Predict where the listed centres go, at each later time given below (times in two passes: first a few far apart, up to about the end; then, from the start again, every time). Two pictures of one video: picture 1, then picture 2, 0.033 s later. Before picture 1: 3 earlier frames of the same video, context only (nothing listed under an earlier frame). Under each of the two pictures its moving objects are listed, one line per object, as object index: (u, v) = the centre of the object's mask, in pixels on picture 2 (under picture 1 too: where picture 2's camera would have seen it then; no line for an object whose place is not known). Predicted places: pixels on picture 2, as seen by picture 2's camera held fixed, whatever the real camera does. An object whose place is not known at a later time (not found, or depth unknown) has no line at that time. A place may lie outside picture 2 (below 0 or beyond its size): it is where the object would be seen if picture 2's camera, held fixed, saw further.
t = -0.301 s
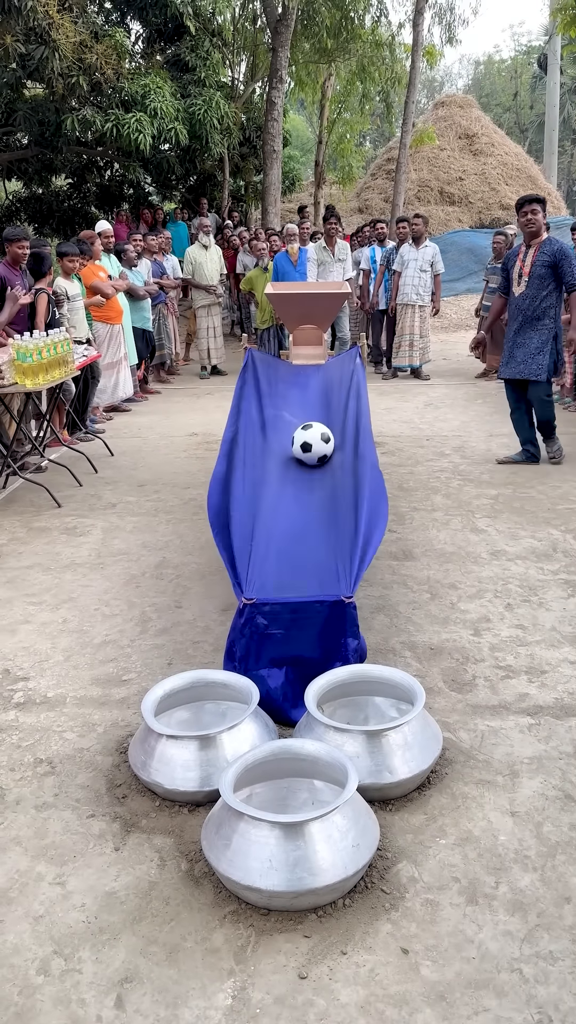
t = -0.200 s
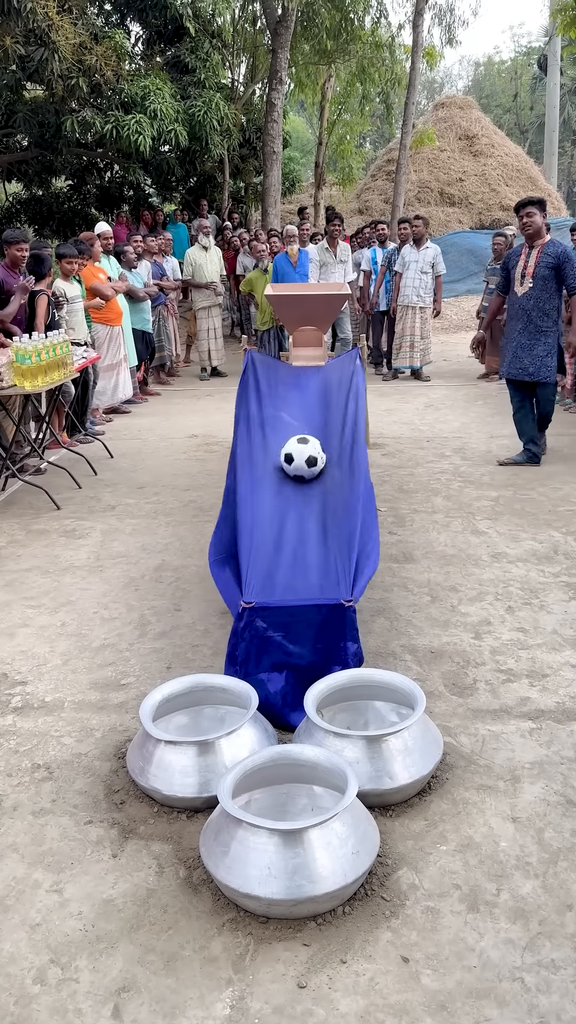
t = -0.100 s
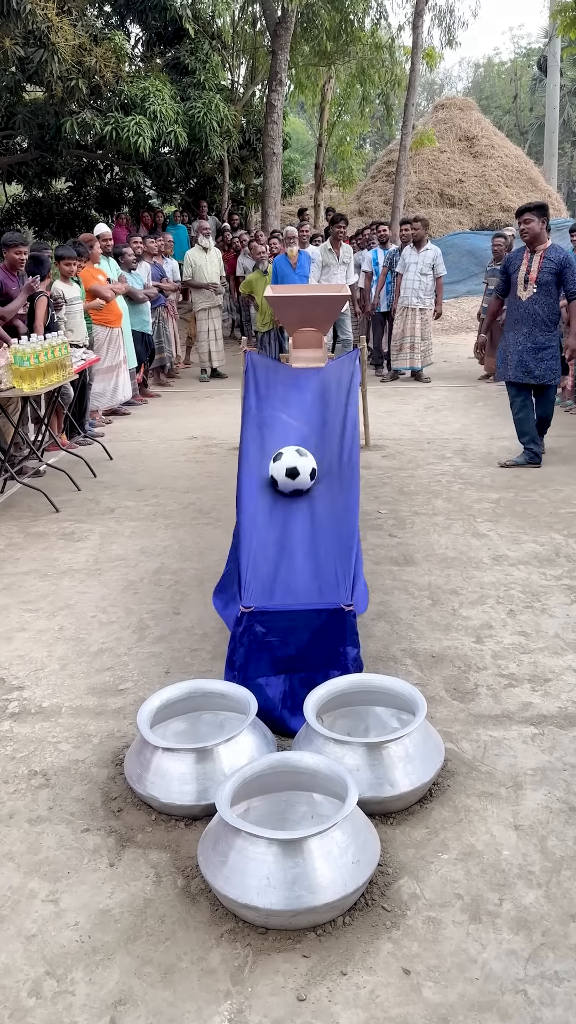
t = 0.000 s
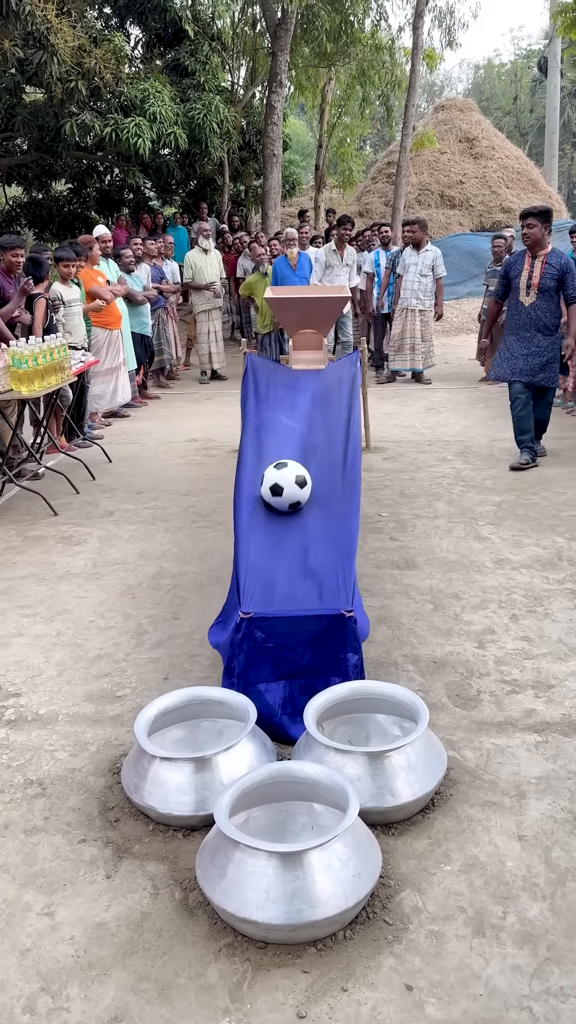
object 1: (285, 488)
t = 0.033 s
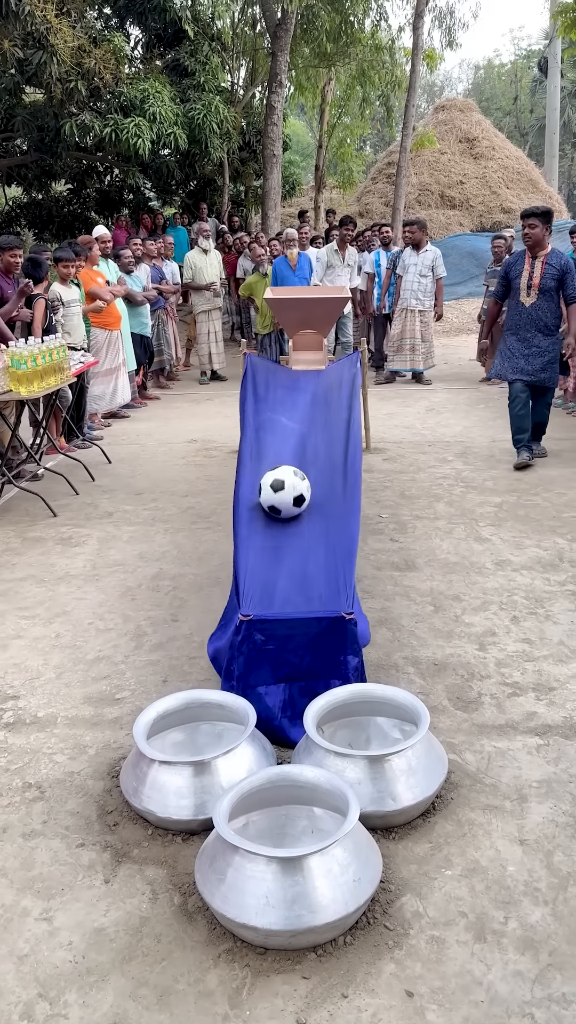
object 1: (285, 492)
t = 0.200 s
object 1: (288, 527)
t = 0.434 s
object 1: (312, 576)
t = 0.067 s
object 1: (284, 498)
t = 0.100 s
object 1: (284, 505)
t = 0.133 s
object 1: (285, 511)
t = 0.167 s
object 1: (286, 519)
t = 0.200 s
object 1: (288, 527)
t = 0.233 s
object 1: (290, 536)
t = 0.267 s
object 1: (294, 543)
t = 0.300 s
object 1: (297, 551)
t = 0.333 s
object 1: (301, 556)
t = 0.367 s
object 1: (304, 563)
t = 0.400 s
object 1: (308, 569)
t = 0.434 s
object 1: (312, 576)
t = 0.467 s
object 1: (315, 582)
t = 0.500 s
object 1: (316, 580)
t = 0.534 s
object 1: (317, 576)
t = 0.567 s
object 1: (319, 576)
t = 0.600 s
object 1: (320, 580)
